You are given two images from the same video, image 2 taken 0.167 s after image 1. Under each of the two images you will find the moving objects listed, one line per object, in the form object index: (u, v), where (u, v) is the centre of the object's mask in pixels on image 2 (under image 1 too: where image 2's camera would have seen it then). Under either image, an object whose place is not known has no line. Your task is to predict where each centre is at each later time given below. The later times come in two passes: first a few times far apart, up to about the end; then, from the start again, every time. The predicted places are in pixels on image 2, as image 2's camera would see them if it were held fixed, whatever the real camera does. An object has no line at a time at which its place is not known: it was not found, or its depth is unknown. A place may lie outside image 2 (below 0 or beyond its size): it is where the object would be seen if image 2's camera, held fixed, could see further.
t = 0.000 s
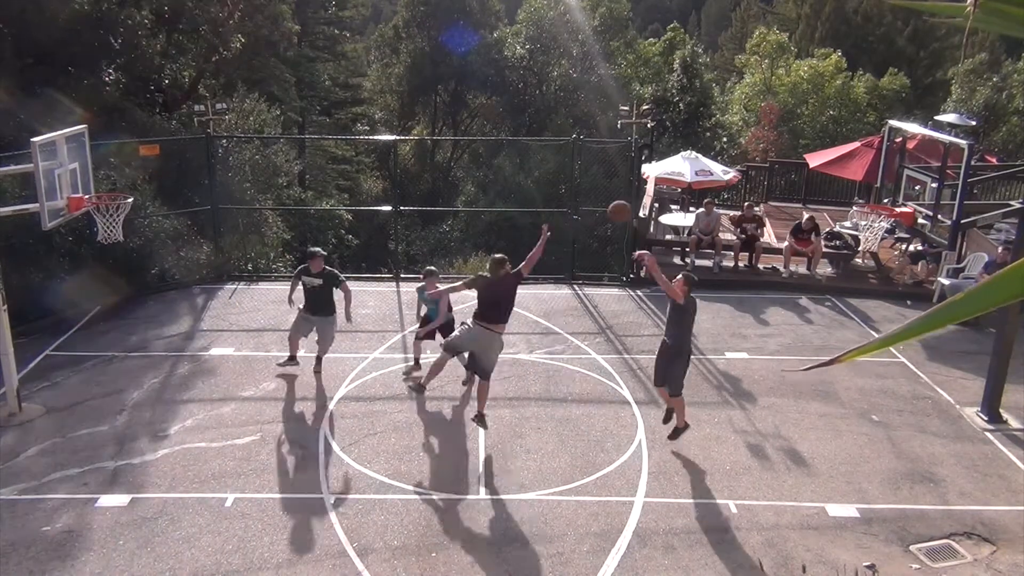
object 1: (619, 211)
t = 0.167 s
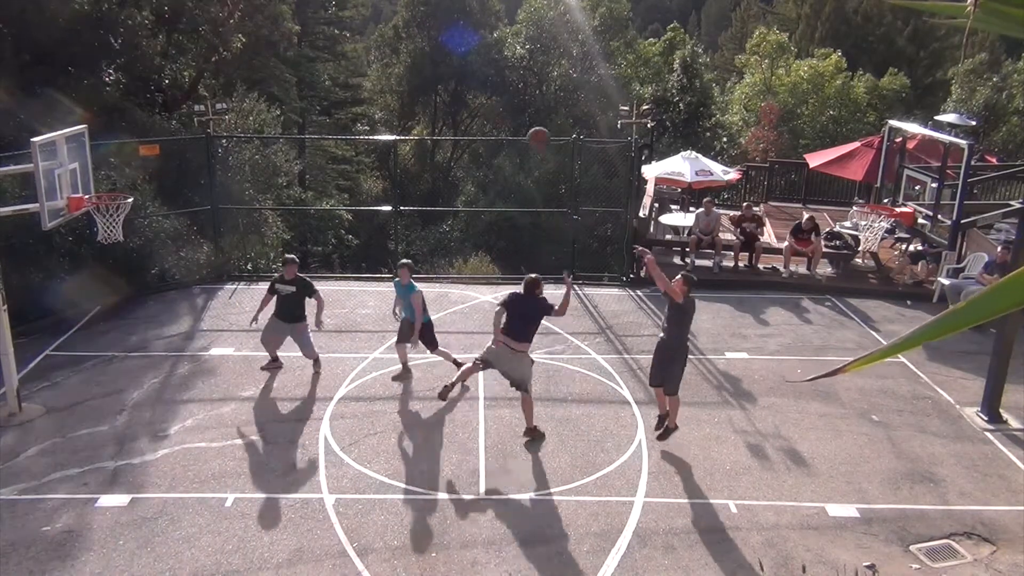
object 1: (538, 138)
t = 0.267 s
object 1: (489, 108)
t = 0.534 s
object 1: (353, 66)
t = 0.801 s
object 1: (222, 92)
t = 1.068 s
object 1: (103, 182)
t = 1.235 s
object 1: (142, 170)
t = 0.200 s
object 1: (522, 126)
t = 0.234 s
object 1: (504, 115)
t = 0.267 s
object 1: (489, 108)
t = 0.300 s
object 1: (470, 98)
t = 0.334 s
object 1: (453, 91)
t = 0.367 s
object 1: (437, 83)
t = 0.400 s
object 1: (420, 78)
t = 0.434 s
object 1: (403, 73)
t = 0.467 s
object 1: (386, 69)
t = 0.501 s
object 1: (367, 67)
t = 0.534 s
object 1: (353, 66)
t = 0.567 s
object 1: (335, 65)
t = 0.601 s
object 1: (319, 65)
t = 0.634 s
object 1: (301, 65)
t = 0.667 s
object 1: (286, 70)
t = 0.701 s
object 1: (270, 74)
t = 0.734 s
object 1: (253, 78)
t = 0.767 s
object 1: (238, 85)
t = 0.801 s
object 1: (222, 92)
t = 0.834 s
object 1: (206, 100)
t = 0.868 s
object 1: (191, 110)
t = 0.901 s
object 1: (176, 120)
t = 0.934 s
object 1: (161, 131)
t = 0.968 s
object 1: (148, 142)
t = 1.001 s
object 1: (131, 154)
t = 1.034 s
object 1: (118, 167)
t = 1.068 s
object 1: (103, 182)
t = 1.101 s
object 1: (97, 192)
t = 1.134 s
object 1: (116, 190)
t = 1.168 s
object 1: (128, 185)
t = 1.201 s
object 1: (136, 177)
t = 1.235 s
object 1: (142, 170)
